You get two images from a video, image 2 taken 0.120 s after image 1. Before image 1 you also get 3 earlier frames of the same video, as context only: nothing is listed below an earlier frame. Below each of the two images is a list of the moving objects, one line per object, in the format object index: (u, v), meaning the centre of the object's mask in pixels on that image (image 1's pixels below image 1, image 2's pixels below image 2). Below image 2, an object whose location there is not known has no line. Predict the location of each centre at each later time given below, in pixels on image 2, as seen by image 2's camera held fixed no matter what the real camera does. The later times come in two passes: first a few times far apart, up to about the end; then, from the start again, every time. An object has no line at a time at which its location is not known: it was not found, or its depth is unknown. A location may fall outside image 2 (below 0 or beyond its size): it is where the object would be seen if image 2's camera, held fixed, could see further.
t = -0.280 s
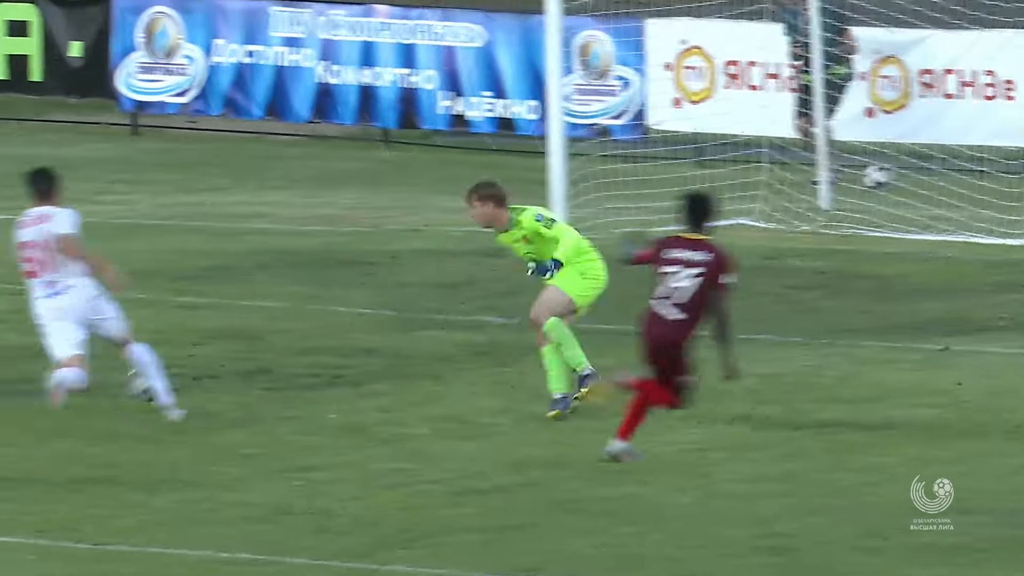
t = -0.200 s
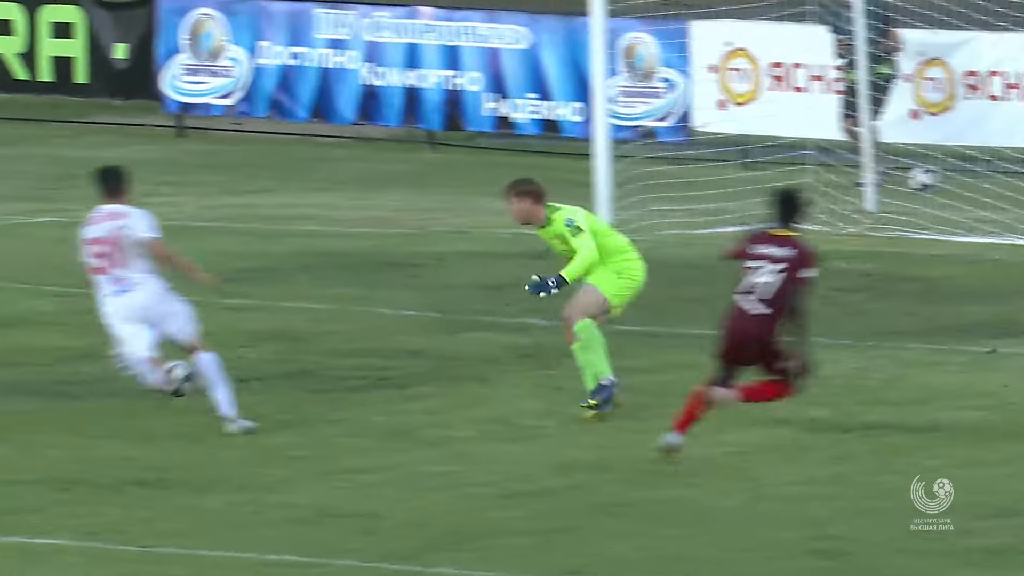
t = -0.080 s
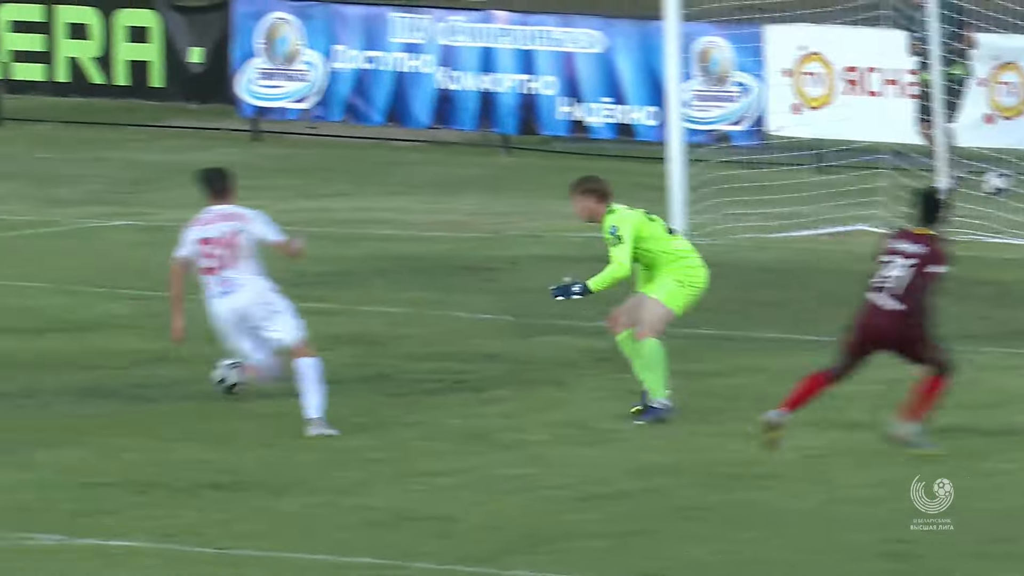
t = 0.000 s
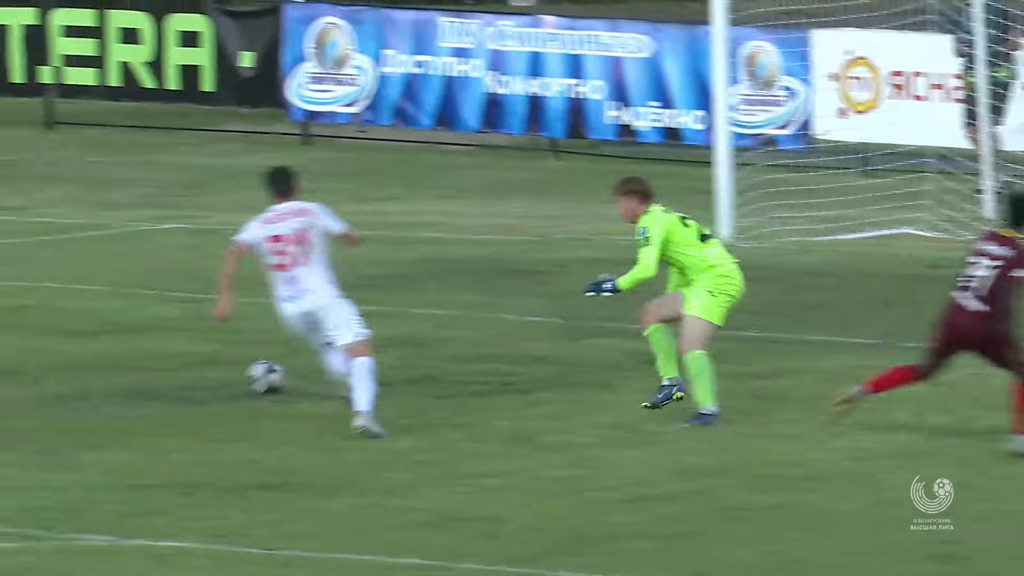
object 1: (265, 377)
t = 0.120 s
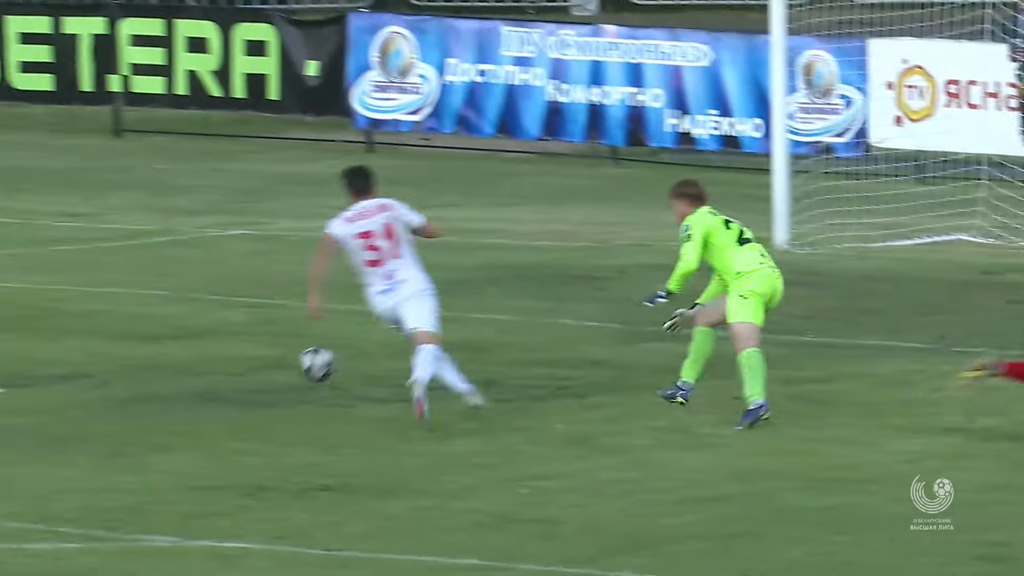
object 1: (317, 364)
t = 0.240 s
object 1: (306, 352)
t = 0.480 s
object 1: (287, 345)
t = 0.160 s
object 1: (313, 359)
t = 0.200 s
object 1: (310, 356)
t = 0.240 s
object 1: (306, 352)
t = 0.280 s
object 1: (304, 350)
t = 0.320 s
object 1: (300, 348)
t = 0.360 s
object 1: (297, 346)
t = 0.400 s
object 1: (293, 344)
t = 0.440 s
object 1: (291, 345)
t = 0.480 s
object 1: (287, 345)
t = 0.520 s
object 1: (285, 347)
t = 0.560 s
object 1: (281, 349)
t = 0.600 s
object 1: (278, 351)
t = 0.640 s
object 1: (277, 347)
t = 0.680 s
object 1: (275, 342)
